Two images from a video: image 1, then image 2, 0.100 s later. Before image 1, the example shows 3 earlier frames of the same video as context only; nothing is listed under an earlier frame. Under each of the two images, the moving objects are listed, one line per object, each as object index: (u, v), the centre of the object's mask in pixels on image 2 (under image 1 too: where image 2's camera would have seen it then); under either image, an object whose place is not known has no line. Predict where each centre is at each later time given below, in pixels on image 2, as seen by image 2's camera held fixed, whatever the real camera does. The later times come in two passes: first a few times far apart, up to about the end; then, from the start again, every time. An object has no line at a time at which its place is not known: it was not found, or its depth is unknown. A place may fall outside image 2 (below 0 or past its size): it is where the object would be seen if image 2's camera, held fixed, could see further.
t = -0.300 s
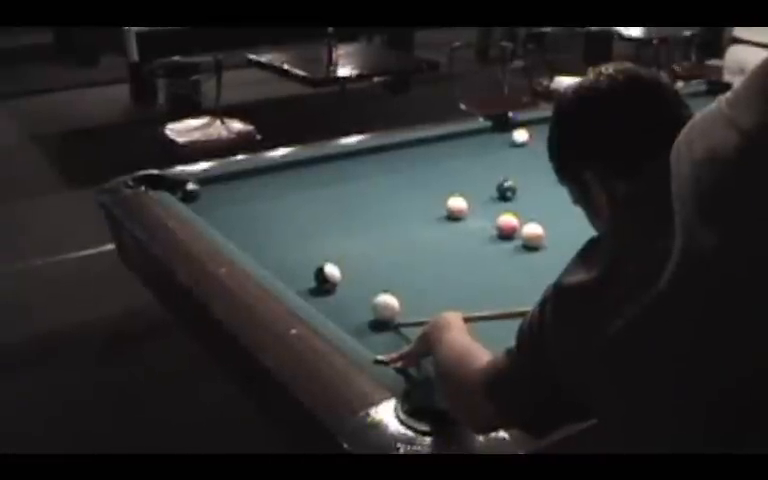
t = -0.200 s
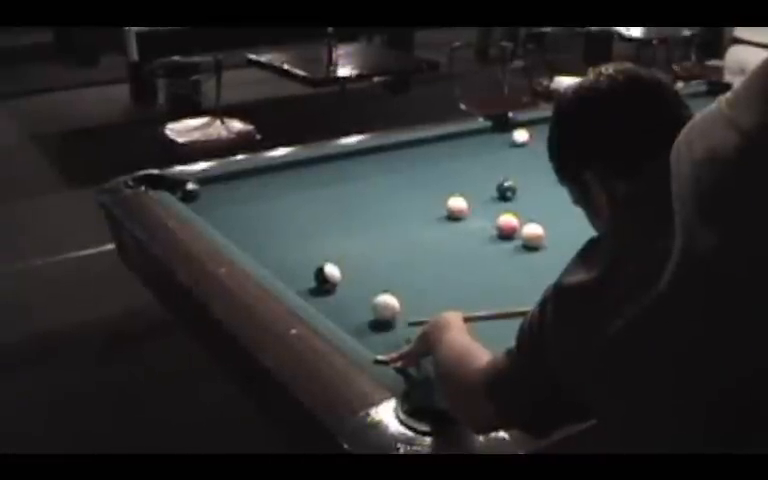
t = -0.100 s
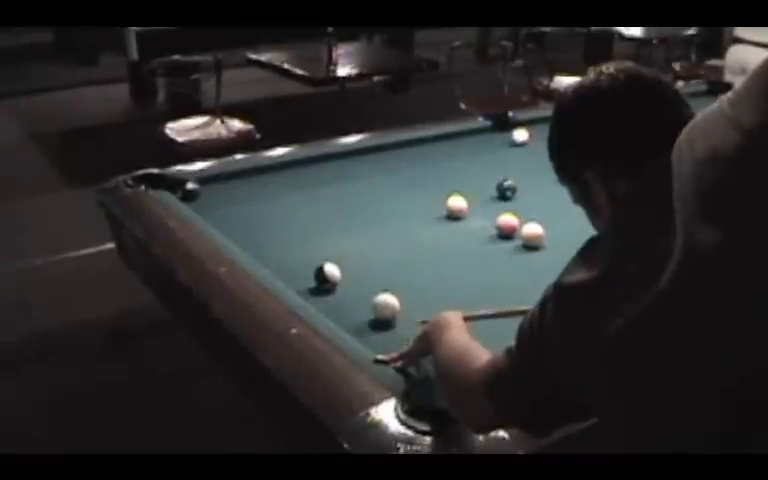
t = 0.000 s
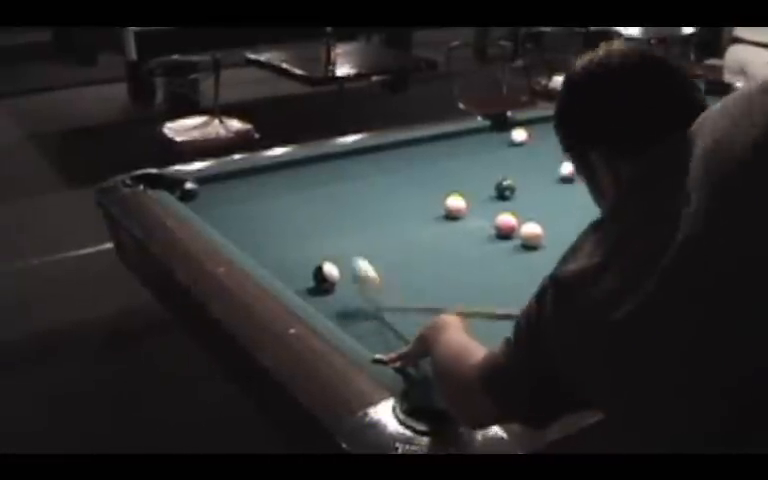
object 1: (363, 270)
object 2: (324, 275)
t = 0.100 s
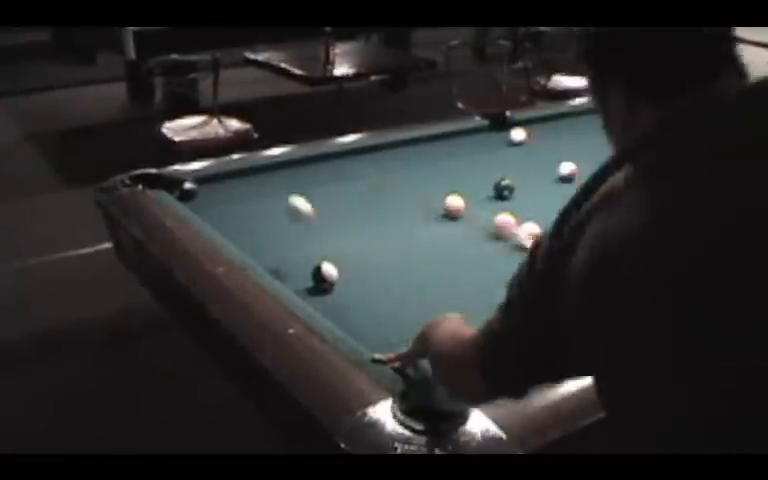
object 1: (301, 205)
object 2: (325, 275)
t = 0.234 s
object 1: (235, 193)
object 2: (325, 275)
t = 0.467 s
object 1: (191, 162)
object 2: (325, 274)
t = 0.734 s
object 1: (211, 196)
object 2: (325, 275)
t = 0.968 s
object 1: (234, 215)
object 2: (325, 275)
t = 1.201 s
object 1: (261, 236)
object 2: (325, 275)
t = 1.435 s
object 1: (288, 257)
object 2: (325, 274)
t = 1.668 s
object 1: (297, 277)
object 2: (345, 279)
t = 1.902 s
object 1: (309, 287)
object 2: (373, 283)
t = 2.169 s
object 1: (330, 290)
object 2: (403, 288)
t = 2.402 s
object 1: (347, 296)
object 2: (426, 294)
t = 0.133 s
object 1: (282, 195)
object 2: (325, 275)
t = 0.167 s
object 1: (265, 190)
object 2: (325, 275)
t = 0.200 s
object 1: (249, 190)
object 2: (325, 275)
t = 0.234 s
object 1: (235, 193)
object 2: (325, 275)
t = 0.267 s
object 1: (221, 201)
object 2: (325, 275)
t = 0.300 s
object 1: (209, 191)
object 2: (325, 275)
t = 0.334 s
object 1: (198, 180)
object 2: (325, 274)
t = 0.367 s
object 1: (198, 170)
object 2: (325, 275)
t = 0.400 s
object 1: (193, 164)
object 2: (325, 274)
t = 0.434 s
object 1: (192, 162)
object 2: (325, 274)
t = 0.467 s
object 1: (191, 162)
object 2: (325, 274)
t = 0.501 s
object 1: (191, 167)
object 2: (325, 274)
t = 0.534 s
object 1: (191, 176)
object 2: (325, 274)
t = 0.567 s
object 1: (195, 181)
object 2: (325, 274)
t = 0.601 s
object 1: (198, 185)
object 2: (325, 274)
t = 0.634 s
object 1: (201, 188)
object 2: (325, 274)
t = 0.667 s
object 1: (203, 190)
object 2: (325, 275)
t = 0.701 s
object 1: (207, 194)
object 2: (325, 275)
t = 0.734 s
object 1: (211, 196)
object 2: (325, 275)
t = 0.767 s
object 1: (214, 199)
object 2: (325, 275)
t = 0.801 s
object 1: (217, 202)
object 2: (325, 275)
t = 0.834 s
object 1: (221, 204)
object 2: (325, 275)
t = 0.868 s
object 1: (225, 206)
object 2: (325, 275)
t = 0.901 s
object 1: (228, 210)
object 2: (325, 275)
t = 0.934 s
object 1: (231, 212)
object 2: (325, 275)
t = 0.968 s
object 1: (234, 215)
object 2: (325, 275)
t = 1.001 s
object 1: (238, 217)
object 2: (325, 275)
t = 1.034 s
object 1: (242, 221)
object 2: (325, 275)
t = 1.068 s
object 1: (246, 224)
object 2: (325, 275)
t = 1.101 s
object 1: (249, 227)
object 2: (325, 275)
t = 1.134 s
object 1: (253, 230)
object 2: (325, 275)
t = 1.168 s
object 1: (256, 233)
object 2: (325, 275)
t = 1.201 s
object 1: (261, 236)
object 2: (325, 275)
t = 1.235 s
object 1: (264, 238)
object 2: (325, 274)
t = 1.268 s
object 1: (269, 242)
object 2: (325, 275)
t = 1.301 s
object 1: (272, 244)
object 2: (325, 275)
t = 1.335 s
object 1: (276, 248)
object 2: (325, 274)
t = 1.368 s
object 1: (280, 252)
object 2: (325, 275)
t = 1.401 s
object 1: (285, 255)
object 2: (325, 274)
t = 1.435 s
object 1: (288, 257)
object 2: (325, 274)
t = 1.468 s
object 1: (292, 261)
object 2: (325, 273)
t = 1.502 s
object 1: (296, 264)
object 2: (325, 274)
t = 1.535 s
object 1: (300, 268)
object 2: (326, 273)
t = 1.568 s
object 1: (300, 270)
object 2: (331, 275)
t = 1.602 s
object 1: (299, 272)
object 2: (336, 275)
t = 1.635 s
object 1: (298, 275)
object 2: (341, 276)
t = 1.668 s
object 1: (297, 277)
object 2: (345, 279)
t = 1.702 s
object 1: (297, 278)
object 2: (349, 280)
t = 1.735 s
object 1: (297, 279)
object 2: (352, 278)
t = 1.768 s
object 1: (299, 280)
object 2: (356, 279)
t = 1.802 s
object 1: (302, 281)
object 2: (360, 280)
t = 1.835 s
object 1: (304, 284)
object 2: (365, 281)
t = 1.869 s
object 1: (307, 286)
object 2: (369, 282)
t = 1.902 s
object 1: (309, 287)
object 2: (373, 283)
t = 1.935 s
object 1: (312, 287)
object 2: (377, 284)
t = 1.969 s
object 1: (315, 289)
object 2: (380, 285)
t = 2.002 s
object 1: (317, 290)
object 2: (383, 285)
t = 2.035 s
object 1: (320, 290)
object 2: (388, 285)
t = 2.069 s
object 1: (323, 291)
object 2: (392, 285)
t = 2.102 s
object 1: (325, 290)
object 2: (396, 287)
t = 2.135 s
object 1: (328, 291)
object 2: (400, 287)
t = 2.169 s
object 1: (330, 290)
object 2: (403, 288)
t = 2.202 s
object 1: (333, 291)
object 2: (407, 288)
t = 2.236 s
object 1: (336, 291)
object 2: (410, 288)
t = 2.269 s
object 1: (338, 292)
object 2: (414, 290)
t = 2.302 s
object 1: (341, 293)
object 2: (418, 291)
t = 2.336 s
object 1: (343, 294)
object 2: (421, 291)
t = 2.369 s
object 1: (345, 295)
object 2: (423, 293)
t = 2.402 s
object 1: (347, 296)
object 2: (426, 294)
